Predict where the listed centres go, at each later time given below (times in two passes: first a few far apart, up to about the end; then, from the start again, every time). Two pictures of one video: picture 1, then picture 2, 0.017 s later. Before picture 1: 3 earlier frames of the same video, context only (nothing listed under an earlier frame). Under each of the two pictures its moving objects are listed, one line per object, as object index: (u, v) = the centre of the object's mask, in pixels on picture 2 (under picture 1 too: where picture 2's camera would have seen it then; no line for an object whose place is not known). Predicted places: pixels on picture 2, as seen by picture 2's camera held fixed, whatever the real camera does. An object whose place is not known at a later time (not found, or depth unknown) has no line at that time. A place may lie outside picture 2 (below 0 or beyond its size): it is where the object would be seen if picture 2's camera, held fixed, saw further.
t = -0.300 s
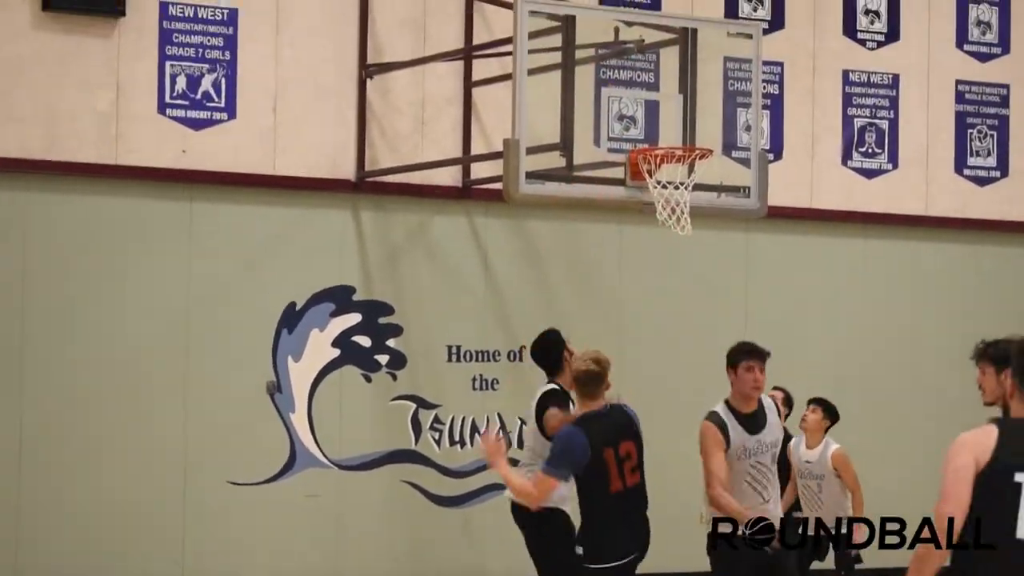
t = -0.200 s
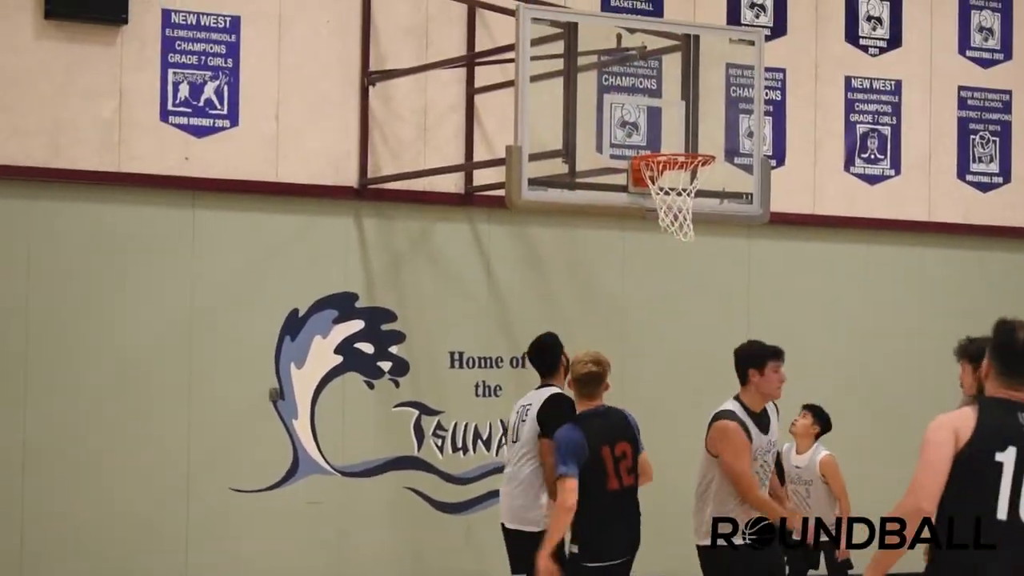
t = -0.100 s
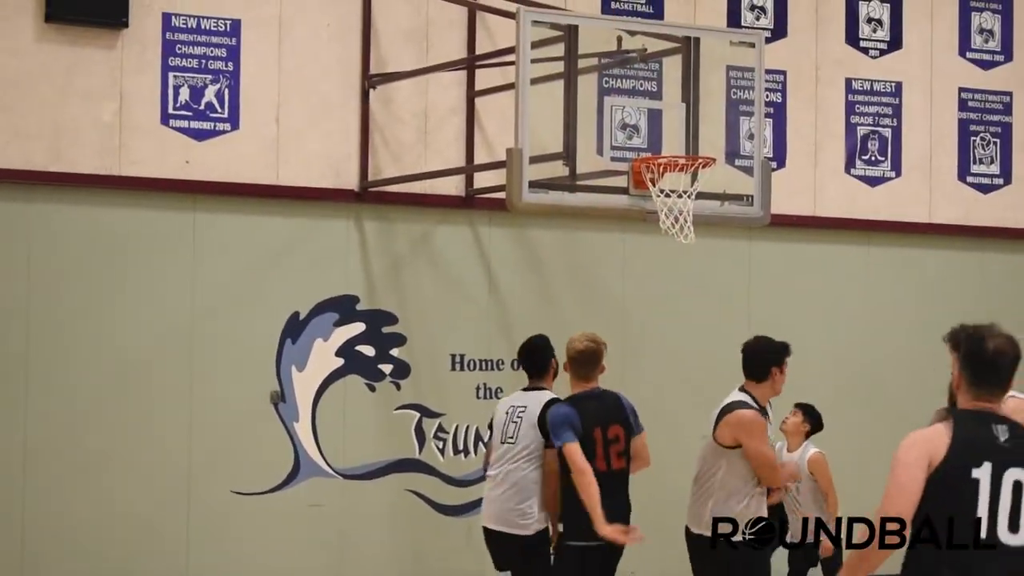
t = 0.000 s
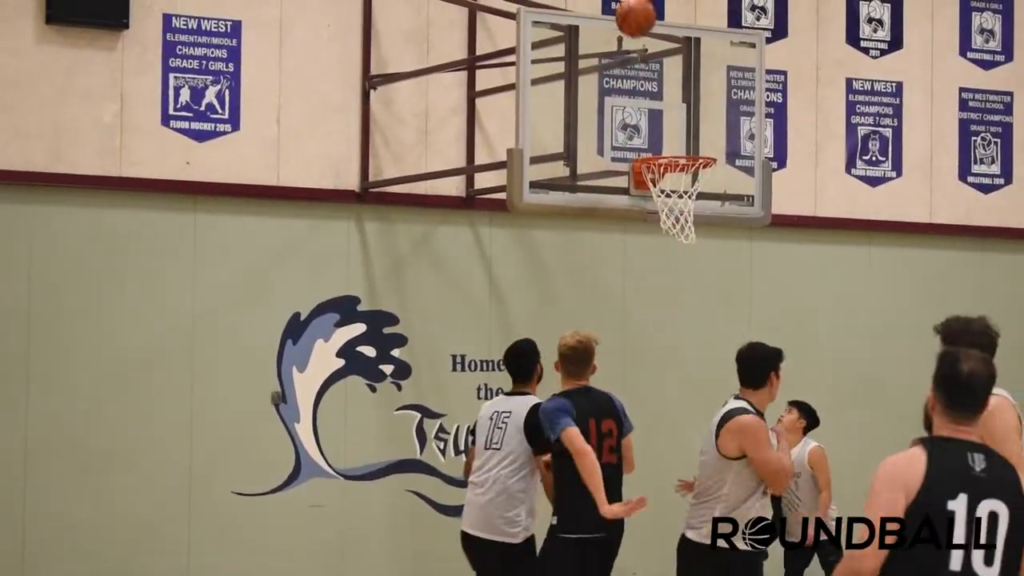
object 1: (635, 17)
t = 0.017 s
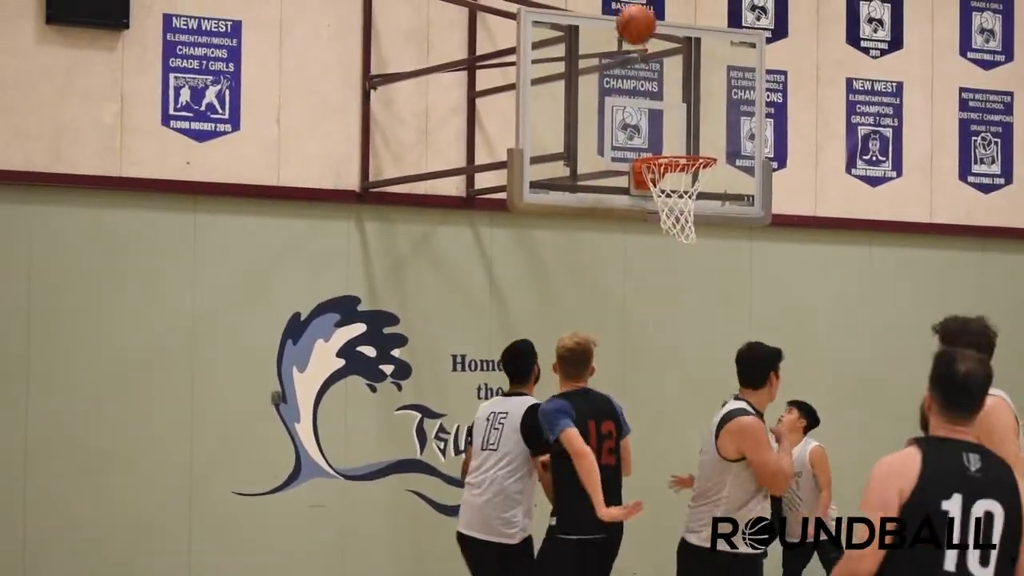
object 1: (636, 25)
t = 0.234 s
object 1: (639, 135)
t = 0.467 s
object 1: (658, 62)
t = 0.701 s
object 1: (688, 74)
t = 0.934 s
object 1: (712, 130)
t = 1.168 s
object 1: (716, 129)
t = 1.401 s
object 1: (732, 138)
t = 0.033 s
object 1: (636, 33)
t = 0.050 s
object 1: (636, 42)
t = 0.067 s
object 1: (636, 49)
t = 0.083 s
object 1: (637, 58)
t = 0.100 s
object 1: (637, 68)
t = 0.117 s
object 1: (638, 78)
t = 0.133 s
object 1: (639, 89)
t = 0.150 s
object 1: (639, 100)
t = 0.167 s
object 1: (639, 110)
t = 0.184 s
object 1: (639, 121)
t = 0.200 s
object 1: (639, 134)
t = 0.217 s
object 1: (639, 142)
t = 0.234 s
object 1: (639, 135)
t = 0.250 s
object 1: (640, 128)
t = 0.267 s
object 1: (640, 120)
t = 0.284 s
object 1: (641, 112)
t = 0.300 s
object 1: (641, 105)
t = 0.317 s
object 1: (641, 98)
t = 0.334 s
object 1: (642, 92)
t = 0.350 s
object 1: (643, 87)
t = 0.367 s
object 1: (646, 82)
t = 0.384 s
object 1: (648, 76)
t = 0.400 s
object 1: (650, 73)
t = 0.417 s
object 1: (653, 70)
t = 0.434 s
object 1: (655, 66)
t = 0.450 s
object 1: (657, 64)
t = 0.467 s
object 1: (658, 62)
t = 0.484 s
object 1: (661, 60)
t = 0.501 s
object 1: (663, 59)
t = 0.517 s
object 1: (665, 57)
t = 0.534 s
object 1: (666, 57)
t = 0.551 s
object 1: (669, 56)
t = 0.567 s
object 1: (671, 56)
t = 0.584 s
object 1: (673, 57)
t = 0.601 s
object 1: (675, 58)
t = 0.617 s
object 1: (677, 60)
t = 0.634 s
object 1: (679, 62)
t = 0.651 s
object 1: (682, 65)
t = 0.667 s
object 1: (684, 67)
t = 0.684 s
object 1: (686, 71)
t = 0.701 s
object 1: (688, 74)
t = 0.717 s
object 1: (691, 78)
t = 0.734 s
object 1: (693, 83)
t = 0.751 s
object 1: (695, 88)
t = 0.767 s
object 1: (697, 93)
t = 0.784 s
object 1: (699, 99)
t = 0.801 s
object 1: (701, 106)
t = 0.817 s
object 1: (704, 112)
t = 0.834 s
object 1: (706, 120)
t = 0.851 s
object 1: (707, 128)
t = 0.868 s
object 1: (710, 135)
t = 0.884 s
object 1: (712, 140)
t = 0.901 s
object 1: (711, 137)
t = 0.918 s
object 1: (712, 133)
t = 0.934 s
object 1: (712, 130)
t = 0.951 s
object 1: (712, 127)
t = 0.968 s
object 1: (712, 124)
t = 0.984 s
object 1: (712, 123)
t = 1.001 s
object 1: (713, 121)
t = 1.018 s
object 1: (713, 120)
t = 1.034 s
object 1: (713, 119)
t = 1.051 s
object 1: (714, 119)
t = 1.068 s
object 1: (714, 119)
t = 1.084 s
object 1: (713, 119)
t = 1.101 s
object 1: (714, 120)
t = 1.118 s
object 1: (714, 122)
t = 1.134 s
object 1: (715, 123)
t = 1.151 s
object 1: (715, 126)
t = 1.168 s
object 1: (716, 129)
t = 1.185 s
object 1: (716, 132)
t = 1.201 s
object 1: (716, 135)
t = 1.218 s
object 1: (716, 139)
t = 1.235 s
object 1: (716, 141)
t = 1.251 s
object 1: (718, 140)
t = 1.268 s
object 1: (720, 138)
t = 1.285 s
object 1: (720, 136)
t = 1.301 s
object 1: (722, 135)
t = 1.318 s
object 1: (724, 135)
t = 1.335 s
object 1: (726, 135)
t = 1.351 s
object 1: (727, 135)
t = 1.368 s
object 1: (729, 136)
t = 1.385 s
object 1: (730, 137)
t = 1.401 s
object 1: (732, 138)
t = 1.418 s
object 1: (734, 140)
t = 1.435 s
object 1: (735, 143)
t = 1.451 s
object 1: (736, 146)
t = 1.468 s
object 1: (738, 149)
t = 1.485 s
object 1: (739, 152)
